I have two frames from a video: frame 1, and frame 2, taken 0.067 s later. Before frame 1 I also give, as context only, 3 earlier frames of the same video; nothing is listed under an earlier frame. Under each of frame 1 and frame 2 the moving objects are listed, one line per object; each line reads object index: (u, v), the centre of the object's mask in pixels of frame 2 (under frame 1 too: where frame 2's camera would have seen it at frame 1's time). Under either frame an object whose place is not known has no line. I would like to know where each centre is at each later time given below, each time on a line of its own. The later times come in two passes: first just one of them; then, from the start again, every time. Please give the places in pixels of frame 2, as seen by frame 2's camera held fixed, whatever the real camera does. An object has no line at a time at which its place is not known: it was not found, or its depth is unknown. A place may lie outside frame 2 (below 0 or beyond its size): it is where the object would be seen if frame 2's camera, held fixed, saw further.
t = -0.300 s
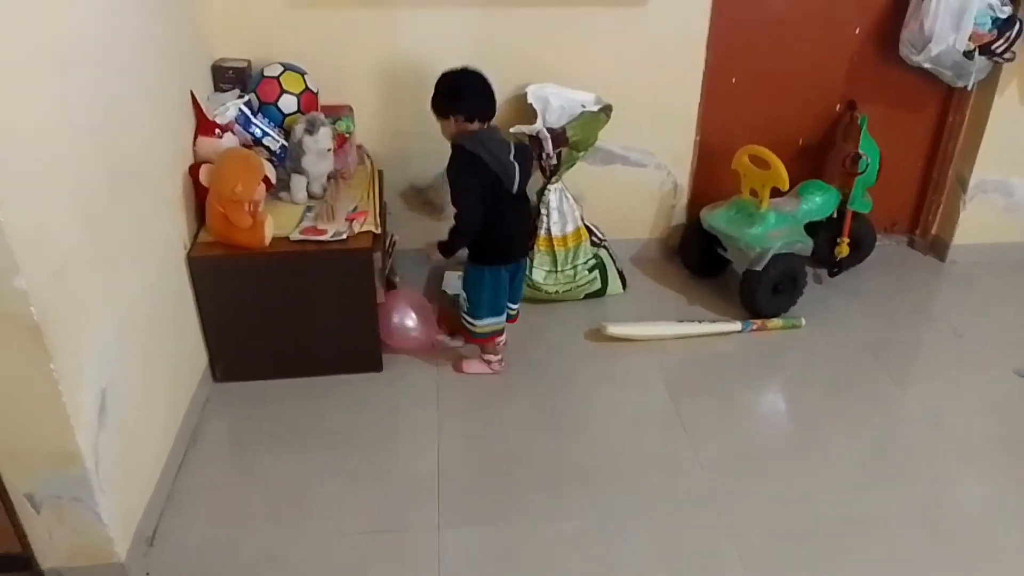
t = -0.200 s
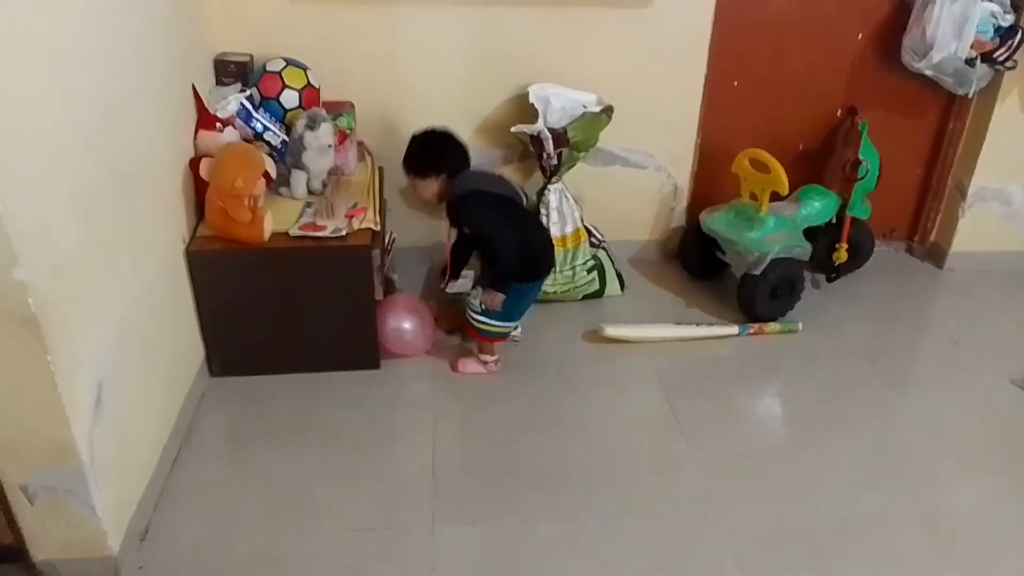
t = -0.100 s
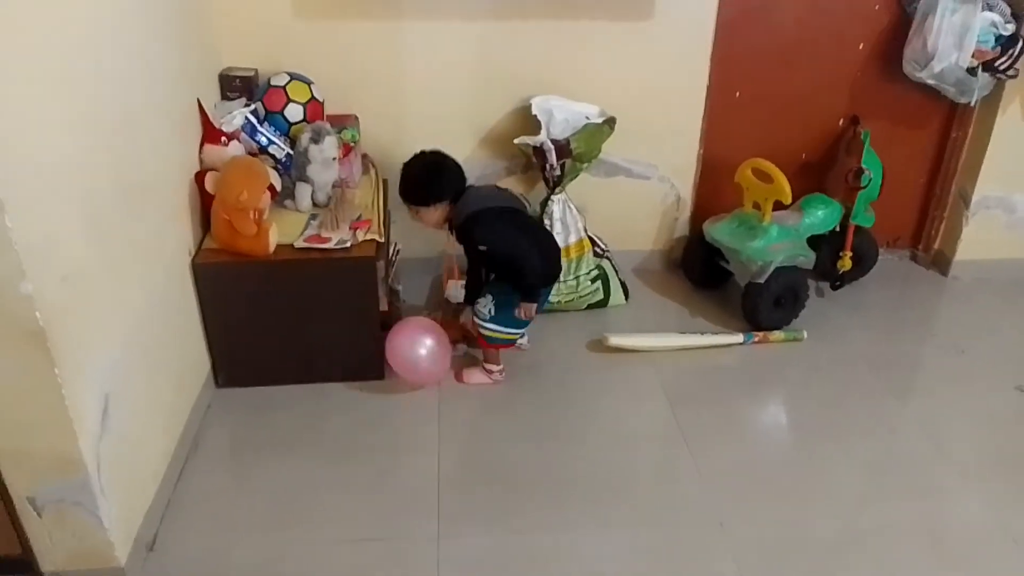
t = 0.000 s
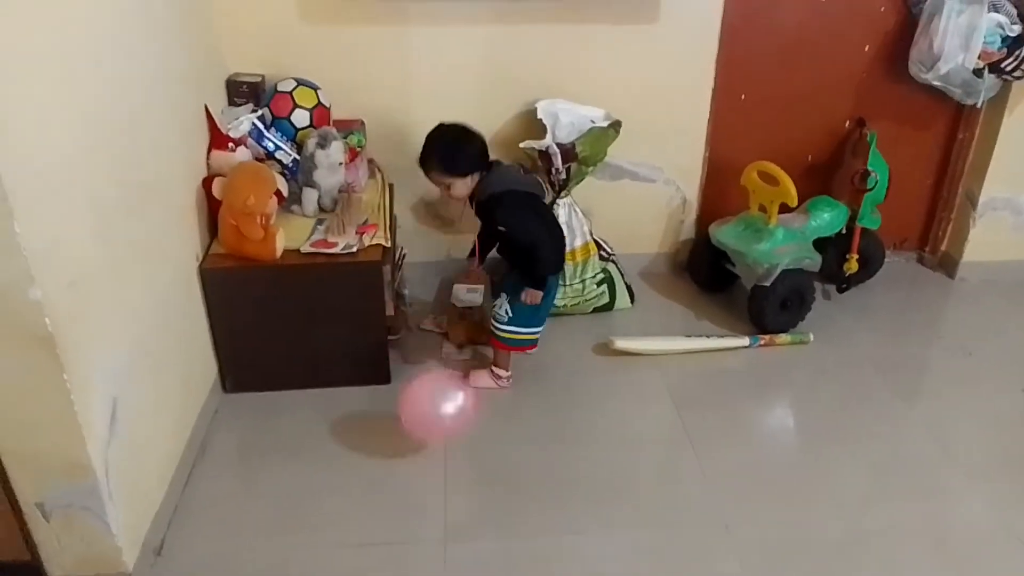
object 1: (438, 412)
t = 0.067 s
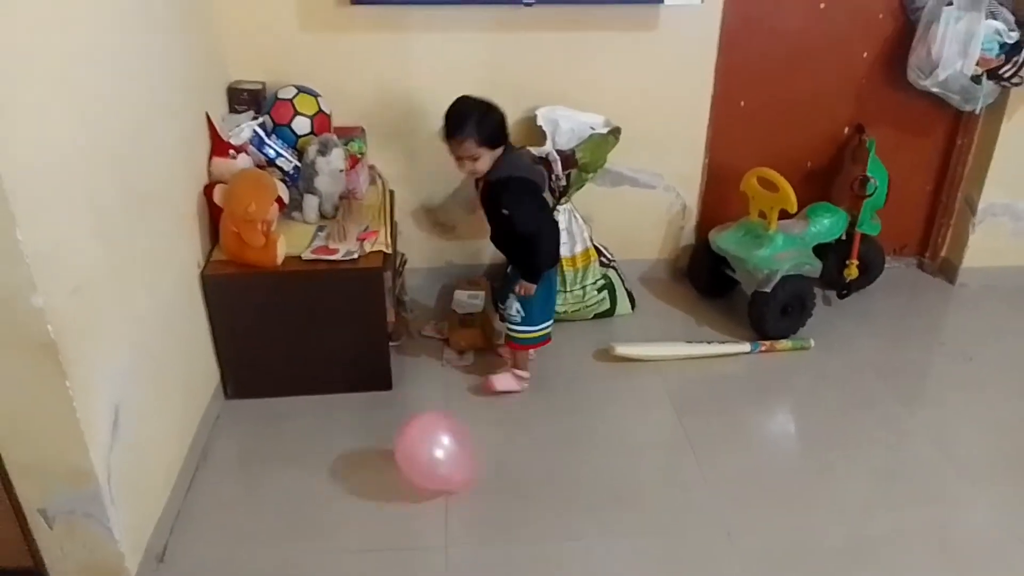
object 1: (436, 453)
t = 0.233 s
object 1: (410, 532)
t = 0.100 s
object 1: (430, 460)
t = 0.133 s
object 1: (428, 465)
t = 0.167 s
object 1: (419, 502)
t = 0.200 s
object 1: (415, 521)
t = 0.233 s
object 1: (410, 532)
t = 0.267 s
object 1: (407, 543)
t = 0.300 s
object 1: (405, 554)
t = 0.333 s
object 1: (400, 564)
